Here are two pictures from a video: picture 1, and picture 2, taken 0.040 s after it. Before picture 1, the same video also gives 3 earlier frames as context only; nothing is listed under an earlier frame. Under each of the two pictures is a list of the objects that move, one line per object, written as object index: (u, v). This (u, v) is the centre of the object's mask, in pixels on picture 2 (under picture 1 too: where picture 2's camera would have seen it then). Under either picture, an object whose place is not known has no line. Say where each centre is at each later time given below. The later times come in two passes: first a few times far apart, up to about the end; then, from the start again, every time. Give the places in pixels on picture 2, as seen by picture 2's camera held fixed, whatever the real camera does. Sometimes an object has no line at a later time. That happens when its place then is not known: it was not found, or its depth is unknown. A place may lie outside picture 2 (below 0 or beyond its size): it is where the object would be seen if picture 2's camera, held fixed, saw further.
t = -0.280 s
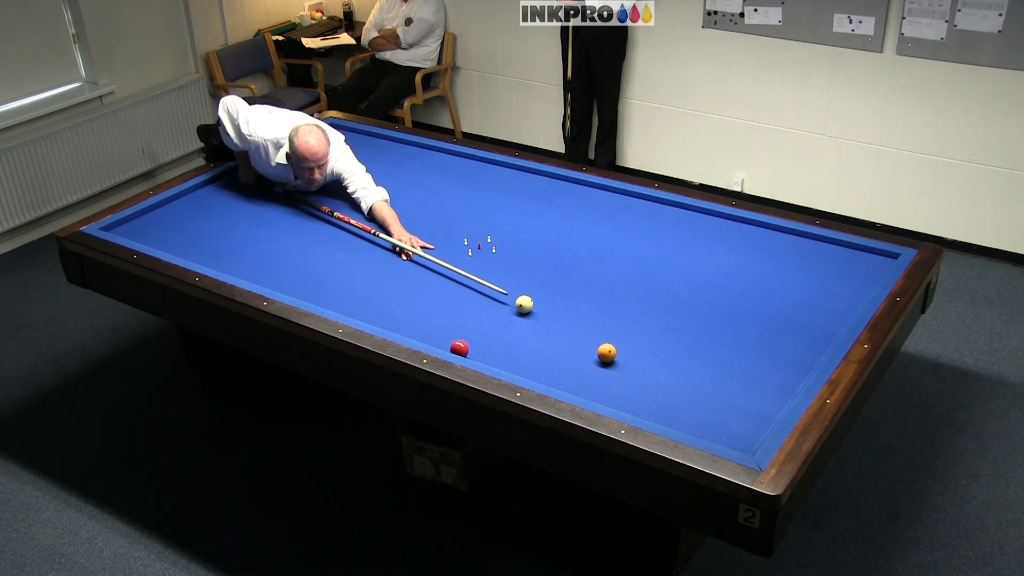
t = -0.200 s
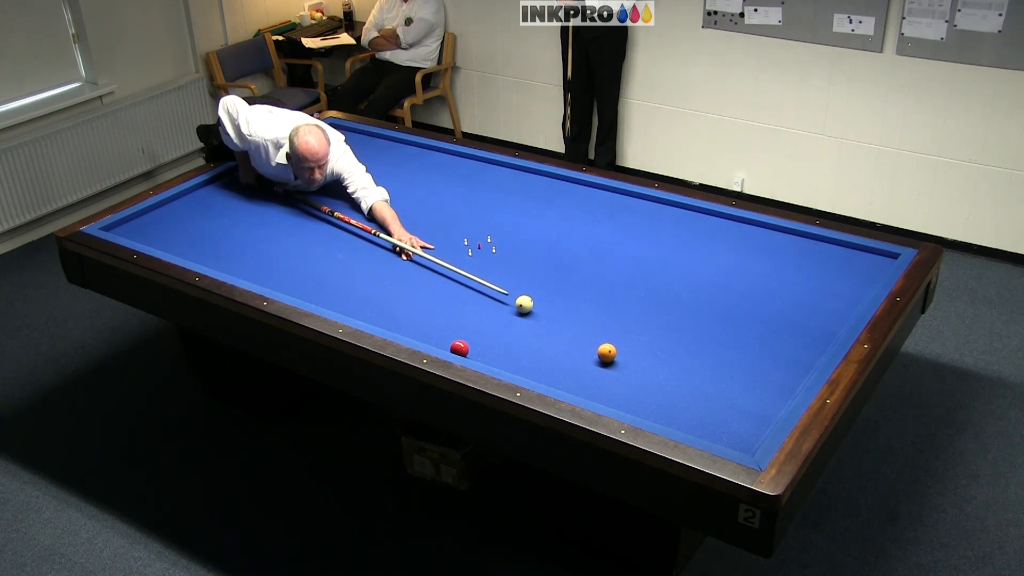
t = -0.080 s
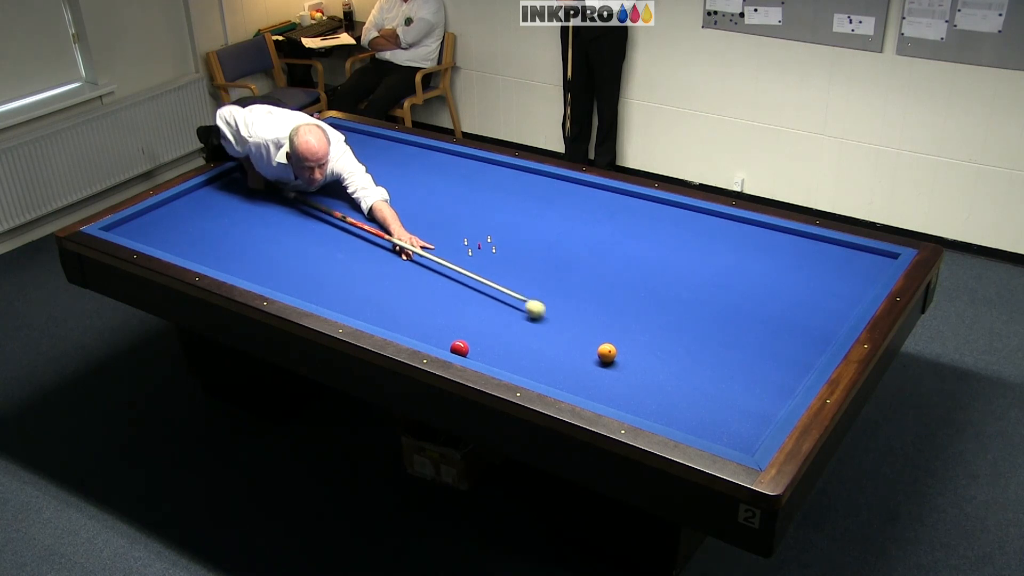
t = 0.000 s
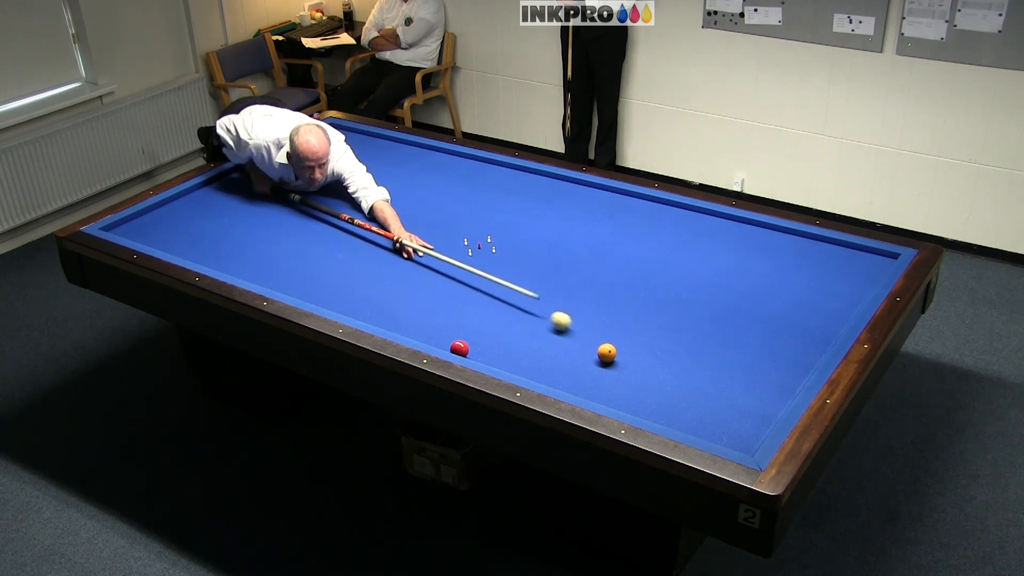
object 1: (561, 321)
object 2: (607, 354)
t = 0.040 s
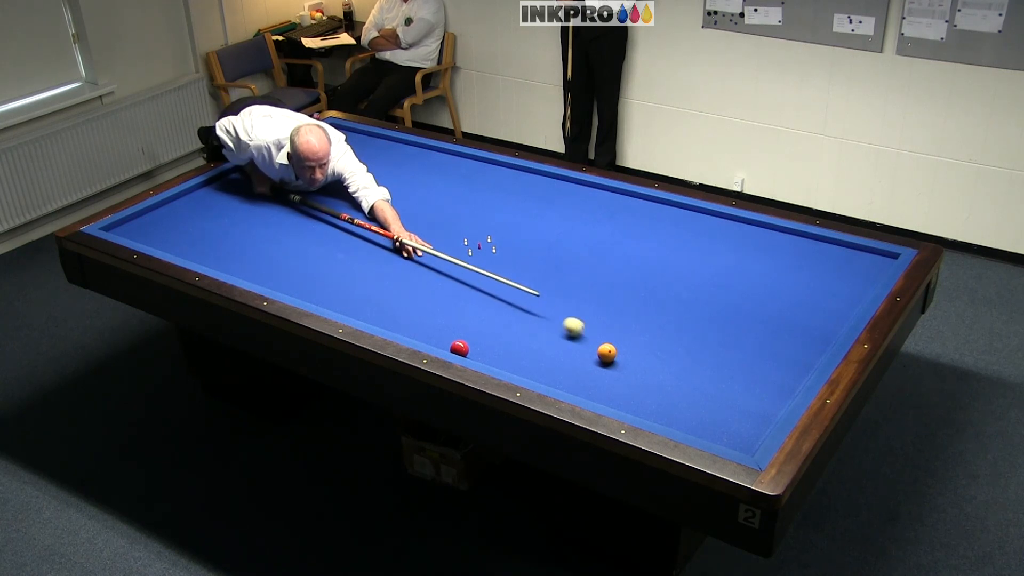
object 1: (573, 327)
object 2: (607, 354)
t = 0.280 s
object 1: (650, 347)
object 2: (607, 369)
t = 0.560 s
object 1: (742, 359)
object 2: (609, 395)
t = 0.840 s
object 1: (795, 359)
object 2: (629, 399)
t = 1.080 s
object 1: (766, 335)
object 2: (651, 394)
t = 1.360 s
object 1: (735, 311)
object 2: (676, 389)
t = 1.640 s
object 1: (707, 288)
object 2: (699, 384)
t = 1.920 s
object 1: (681, 268)
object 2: (720, 379)
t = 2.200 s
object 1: (658, 249)
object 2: (739, 375)
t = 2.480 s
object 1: (637, 232)
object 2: (758, 371)
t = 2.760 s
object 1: (617, 217)
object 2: (775, 367)
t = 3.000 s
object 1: (601, 204)
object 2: (788, 364)
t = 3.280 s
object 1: (585, 191)
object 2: (802, 360)
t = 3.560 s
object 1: (567, 181)
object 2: (815, 357)
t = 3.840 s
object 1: (543, 180)
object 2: (816, 352)
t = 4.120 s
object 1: (521, 179)
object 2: (814, 348)
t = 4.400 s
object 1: (500, 178)
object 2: (813, 344)
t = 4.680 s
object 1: (479, 177)
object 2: (812, 341)
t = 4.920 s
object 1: (463, 176)
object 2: (810, 339)
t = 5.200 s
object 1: (444, 175)
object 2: (809, 337)
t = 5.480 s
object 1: (427, 175)
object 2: (808, 335)
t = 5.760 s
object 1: (411, 174)
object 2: (807, 334)
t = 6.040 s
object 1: (395, 173)
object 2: (806, 333)
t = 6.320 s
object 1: (380, 173)
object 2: (806, 333)
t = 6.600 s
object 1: (367, 172)
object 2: (806, 333)
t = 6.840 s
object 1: (356, 172)
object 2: (806, 333)
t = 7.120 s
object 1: (344, 172)
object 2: (806, 333)
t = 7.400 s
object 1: (333, 171)
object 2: (806, 333)
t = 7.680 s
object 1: (322, 171)
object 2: (806, 333)
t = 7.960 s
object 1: (313, 171)
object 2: (806, 333)
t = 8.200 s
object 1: (306, 171)
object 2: (806, 333)
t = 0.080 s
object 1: (586, 333)
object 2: (607, 353)
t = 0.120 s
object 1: (598, 338)
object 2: (607, 354)
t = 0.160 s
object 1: (612, 341)
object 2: (607, 355)
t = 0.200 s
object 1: (625, 344)
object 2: (607, 360)
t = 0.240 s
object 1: (638, 346)
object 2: (607, 365)
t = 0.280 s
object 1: (650, 347)
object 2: (607, 369)
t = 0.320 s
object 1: (663, 349)
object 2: (608, 372)
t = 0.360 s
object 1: (677, 351)
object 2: (608, 376)
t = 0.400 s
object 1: (690, 352)
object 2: (608, 380)
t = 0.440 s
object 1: (703, 354)
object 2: (608, 384)
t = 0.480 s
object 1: (716, 356)
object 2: (609, 388)
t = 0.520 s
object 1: (729, 358)
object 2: (609, 392)
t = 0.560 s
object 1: (742, 359)
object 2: (609, 395)
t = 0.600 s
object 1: (755, 361)
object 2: (609, 398)
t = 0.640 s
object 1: (769, 363)
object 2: (610, 401)
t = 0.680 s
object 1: (782, 365)
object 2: (614, 401)
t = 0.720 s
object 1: (796, 366)
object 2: (618, 400)
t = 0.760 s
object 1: (807, 367)
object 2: (622, 400)
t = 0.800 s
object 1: (802, 363)
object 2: (625, 400)
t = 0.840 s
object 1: (795, 359)
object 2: (629, 399)
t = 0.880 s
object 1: (790, 354)
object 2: (633, 398)
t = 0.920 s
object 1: (785, 351)
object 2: (637, 397)
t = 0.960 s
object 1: (780, 347)
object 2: (640, 396)
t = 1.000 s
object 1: (775, 343)
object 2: (644, 396)
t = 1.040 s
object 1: (770, 339)
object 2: (648, 395)
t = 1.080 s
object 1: (766, 335)
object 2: (651, 394)
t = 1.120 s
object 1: (761, 332)
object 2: (655, 393)
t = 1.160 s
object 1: (757, 328)
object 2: (659, 393)
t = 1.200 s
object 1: (752, 324)
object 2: (662, 392)
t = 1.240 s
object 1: (748, 321)
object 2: (666, 391)
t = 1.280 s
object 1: (743, 317)
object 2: (669, 390)
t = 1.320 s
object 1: (739, 314)
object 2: (673, 390)
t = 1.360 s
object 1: (735, 311)
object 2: (676, 389)
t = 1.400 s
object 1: (731, 307)
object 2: (679, 388)
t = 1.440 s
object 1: (726, 304)
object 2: (682, 388)
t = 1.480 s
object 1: (723, 301)
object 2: (686, 387)
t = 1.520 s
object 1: (719, 298)
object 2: (689, 386)
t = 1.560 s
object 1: (715, 294)
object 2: (692, 385)
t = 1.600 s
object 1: (711, 291)
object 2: (696, 385)
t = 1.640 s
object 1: (707, 288)
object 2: (699, 384)
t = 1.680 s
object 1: (703, 285)
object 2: (702, 383)
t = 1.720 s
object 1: (699, 282)
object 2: (705, 383)
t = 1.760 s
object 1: (695, 279)
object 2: (708, 382)
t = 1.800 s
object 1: (692, 276)
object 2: (711, 381)
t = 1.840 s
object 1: (688, 273)
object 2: (714, 381)
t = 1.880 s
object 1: (685, 271)
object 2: (717, 380)
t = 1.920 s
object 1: (681, 268)
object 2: (720, 379)
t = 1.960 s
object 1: (678, 265)
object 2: (723, 379)
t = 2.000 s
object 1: (674, 262)
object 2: (726, 378)
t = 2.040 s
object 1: (671, 260)
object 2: (728, 377)
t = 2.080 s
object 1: (668, 257)
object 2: (731, 376)
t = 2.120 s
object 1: (664, 254)
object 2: (734, 376)
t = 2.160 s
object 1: (661, 252)
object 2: (737, 375)
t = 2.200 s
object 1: (658, 249)
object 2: (739, 375)
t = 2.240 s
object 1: (655, 247)
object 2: (742, 374)
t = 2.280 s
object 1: (652, 244)
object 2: (745, 373)
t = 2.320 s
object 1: (648, 242)
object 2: (747, 373)
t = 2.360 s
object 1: (645, 239)
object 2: (750, 372)
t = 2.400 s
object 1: (642, 237)
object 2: (753, 372)
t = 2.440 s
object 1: (640, 235)
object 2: (755, 371)
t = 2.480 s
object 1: (637, 232)
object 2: (758, 371)
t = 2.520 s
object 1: (634, 230)
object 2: (760, 370)
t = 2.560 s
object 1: (631, 227)
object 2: (763, 369)
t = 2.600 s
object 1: (628, 225)
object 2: (765, 369)
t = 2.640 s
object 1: (625, 223)
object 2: (768, 368)
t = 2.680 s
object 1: (622, 221)
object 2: (770, 368)
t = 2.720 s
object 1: (620, 219)
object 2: (772, 367)
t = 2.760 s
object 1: (617, 217)
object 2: (775, 367)
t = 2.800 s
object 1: (614, 214)
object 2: (777, 366)
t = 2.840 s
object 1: (612, 212)
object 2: (779, 366)
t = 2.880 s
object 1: (609, 210)
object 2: (781, 365)
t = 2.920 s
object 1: (607, 208)
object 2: (783, 365)
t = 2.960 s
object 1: (604, 206)
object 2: (786, 364)
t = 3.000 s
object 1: (601, 204)
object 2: (788, 364)
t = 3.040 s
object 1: (599, 202)
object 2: (790, 363)
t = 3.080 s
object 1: (597, 200)
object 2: (792, 363)
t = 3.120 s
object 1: (594, 198)
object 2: (794, 362)
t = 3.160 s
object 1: (592, 197)
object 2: (796, 361)
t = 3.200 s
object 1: (589, 195)
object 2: (798, 361)
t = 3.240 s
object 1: (587, 193)
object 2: (800, 361)
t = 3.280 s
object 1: (585, 191)
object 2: (802, 360)
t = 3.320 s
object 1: (582, 189)
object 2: (804, 359)
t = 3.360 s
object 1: (580, 187)
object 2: (806, 359)
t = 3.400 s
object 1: (578, 186)
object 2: (808, 359)
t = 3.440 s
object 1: (576, 184)
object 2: (809, 358)
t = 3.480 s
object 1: (574, 182)
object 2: (811, 358)
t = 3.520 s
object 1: (571, 181)
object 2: (813, 357)
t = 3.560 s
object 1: (567, 181)
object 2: (815, 357)
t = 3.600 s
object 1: (563, 181)
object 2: (816, 356)
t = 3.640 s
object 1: (560, 181)
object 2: (816, 355)
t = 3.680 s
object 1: (557, 181)
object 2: (816, 355)
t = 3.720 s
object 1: (553, 181)
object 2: (816, 354)
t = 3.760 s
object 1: (550, 180)
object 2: (816, 354)
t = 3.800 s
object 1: (547, 180)
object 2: (816, 353)
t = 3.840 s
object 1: (543, 180)
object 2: (816, 352)
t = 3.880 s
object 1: (540, 180)
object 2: (815, 352)
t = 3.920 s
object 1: (537, 180)
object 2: (815, 351)
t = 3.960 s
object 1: (534, 180)
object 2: (815, 350)
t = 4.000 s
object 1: (530, 179)
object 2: (815, 350)
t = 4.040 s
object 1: (527, 179)
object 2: (815, 349)
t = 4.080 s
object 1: (524, 179)
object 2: (814, 348)
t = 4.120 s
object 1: (521, 179)
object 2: (814, 348)
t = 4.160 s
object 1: (518, 179)
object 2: (814, 347)
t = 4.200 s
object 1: (515, 179)
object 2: (814, 347)
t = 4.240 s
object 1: (511, 178)
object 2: (814, 346)
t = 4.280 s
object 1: (508, 178)
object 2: (814, 346)
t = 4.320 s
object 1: (505, 178)
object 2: (813, 345)
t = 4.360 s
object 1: (502, 178)
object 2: (813, 345)
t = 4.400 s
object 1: (500, 178)
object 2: (813, 344)
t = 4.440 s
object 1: (496, 178)
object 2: (813, 344)
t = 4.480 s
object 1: (494, 178)
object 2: (812, 343)
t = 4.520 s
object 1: (491, 177)
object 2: (812, 343)
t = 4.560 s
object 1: (488, 177)
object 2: (812, 342)
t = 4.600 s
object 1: (485, 177)
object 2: (812, 342)
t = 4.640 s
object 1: (482, 177)
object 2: (812, 341)
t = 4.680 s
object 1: (479, 177)
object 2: (812, 341)
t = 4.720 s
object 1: (476, 177)
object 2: (811, 341)
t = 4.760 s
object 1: (473, 177)
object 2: (811, 340)
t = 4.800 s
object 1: (471, 177)
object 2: (811, 340)
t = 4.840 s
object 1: (468, 176)
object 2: (811, 340)
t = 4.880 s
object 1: (465, 176)
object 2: (811, 339)
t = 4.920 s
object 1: (463, 176)
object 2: (810, 339)
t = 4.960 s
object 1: (460, 176)
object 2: (810, 338)
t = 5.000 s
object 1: (457, 176)
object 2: (810, 338)
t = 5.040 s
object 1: (454, 176)
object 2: (810, 338)
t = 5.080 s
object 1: (452, 176)
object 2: (810, 337)
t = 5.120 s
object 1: (449, 175)
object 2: (809, 337)
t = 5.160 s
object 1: (447, 175)
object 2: (809, 337)
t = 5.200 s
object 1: (444, 175)
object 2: (809, 337)
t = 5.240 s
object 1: (442, 175)
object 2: (809, 336)
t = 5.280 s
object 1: (439, 175)
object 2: (809, 336)
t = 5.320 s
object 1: (437, 175)
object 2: (808, 336)
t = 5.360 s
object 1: (434, 175)
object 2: (808, 336)
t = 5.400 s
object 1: (432, 175)
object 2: (808, 335)
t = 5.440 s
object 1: (429, 175)
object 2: (808, 335)
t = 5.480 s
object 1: (427, 175)
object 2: (808, 335)
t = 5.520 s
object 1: (424, 174)
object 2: (808, 335)
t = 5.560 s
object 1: (422, 174)
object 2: (807, 335)
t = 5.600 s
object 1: (420, 174)
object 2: (807, 334)
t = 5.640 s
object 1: (417, 174)
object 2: (807, 334)
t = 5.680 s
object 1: (415, 174)
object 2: (807, 334)
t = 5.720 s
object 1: (413, 174)
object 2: (807, 334)
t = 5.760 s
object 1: (411, 174)
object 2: (807, 334)
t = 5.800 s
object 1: (408, 174)
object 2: (806, 333)
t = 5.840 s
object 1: (406, 174)
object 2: (806, 333)
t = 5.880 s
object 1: (404, 174)
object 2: (806, 333)
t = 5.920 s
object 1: (402, 174)
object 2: (806, 333)
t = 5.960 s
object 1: (399, 174)
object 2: (806, 333)
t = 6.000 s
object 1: (397, 174)
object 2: (806, 333)
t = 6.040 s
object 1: (395, 173)
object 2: (806, 333)
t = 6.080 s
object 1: (393, 173)
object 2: (806, 333)
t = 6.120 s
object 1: (391, 173)
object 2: (806, 333)
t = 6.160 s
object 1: (389, 173)
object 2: (806, 333)
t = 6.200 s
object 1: (387, 173)
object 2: (806, 333)
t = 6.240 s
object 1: (384, 173)
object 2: (806, 333)
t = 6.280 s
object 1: (382, 173)
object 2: (806, 333)
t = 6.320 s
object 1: (380, 173)
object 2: (806, 333)
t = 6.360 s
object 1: (378, 173)
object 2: (806, 333)
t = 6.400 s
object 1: (376, 173)
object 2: (806, 333)
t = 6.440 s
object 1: (374, 173)
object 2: (806, 333)
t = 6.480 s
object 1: (372, 173)
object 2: (806, 333)
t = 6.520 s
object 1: (370, 173)
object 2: (806, 333)
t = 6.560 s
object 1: (368, 172)
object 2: (806, 333)
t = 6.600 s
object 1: (367, 172)
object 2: (806, 333)
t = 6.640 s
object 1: (365, 172)
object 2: (806, 333)
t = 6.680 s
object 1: (363, 172)
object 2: (806, 333)
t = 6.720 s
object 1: (361, 172)
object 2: (806, 333)
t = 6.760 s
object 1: (359, 172)
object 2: (806, 333)
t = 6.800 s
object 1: (357, 172)
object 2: (806, 333)
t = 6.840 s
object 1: (356, 172)
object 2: (806, 333)
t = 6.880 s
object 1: (354, 172)
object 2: (806, 333)
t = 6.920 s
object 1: (352, 172)
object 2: (806, 333)
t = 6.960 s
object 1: (350, 172)
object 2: (806, 333)
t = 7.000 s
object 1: (349, 172)
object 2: (806, 333)
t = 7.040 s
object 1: (347, 172)
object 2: (806, 333)
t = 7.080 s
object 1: (345, 172)
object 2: (806, 333)
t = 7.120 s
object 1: (344, 172)
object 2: (806, 333)
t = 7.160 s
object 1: (342, 172)
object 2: (806, 333)
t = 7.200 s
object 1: (340, 172)
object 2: (806, 333)
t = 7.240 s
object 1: (339, 172)
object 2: (806, 333)
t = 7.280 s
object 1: (337, 171)
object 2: (806, 333)
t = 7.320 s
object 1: (336, 171)
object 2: (806, 333)
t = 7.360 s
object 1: (334, 171)
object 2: (806, 333)
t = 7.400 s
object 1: (333, 171)
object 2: (806, 333)
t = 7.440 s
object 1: (331, 171)
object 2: (806, 333)
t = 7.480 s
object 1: (330, 171)
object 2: (806, 333)
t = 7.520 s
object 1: (328, 171)
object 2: (806, 333)
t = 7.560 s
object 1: (327, 171)
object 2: (806, 333)
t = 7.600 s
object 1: (325, 171)
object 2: (806, 333)
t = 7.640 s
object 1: (324, 171)
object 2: (806, 333)
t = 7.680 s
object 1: (322, 171)
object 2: (806, 333)
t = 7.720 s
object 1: (321, 171)
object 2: (806, 333)
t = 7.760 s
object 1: (320, 171)
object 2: (806, 333)
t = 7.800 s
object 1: (318, 171)
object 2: (806, 333)
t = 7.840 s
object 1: (317, 171)
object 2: (806, 333)
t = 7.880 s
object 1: (316, 171)
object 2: (806, 333)
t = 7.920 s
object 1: (314, 171)
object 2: (806, 333)
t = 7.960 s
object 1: (313, 171)
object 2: (806, 333)
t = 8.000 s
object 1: (312, 171)
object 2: (806, 333)
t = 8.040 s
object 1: (311, 171)
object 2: (806, 333)
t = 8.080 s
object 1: (309, 171)
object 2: (806, 333)
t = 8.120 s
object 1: (308, 171)
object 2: (806, 333)
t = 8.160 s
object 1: (307, 171)
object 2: (806, 333)
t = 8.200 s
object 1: (306, 171)
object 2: (806, 333)
